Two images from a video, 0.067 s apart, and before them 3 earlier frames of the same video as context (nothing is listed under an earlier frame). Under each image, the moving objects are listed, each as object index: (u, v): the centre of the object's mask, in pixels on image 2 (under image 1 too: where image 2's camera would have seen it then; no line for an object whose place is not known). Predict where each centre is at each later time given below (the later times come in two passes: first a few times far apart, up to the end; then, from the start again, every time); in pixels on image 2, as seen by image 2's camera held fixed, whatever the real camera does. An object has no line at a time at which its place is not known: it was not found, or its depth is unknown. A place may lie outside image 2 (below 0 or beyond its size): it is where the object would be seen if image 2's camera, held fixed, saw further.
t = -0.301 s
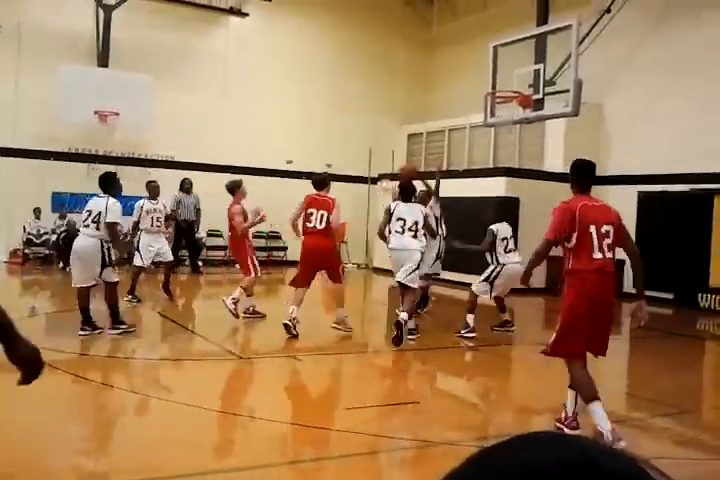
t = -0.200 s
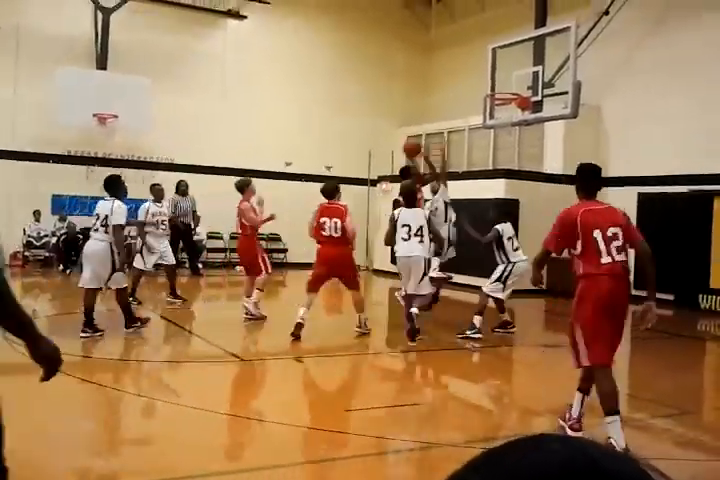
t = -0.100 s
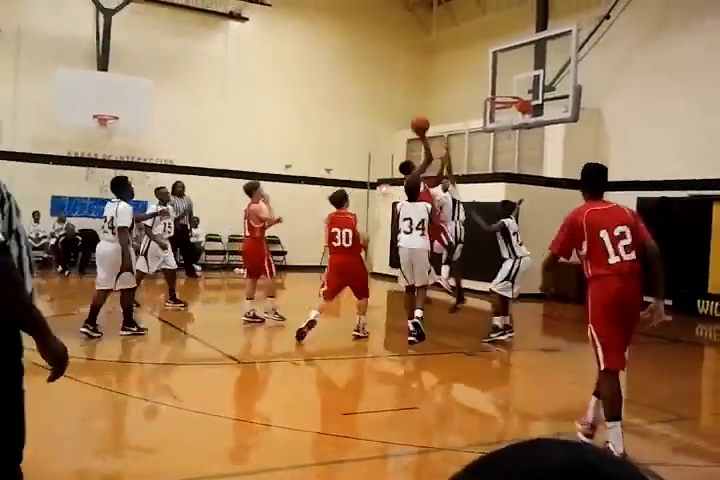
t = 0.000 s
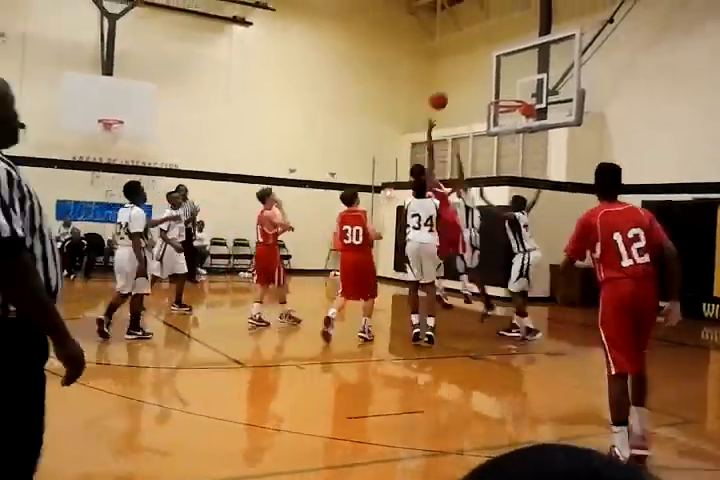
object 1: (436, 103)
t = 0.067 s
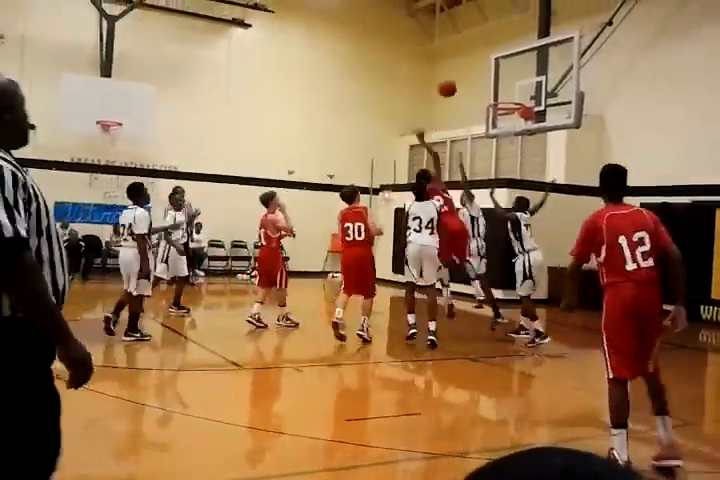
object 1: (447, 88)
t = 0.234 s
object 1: (472, 68)
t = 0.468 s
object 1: (502, 75)
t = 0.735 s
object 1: (517, 88)
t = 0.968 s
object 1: (508, 91)
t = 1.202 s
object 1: (499, 129)
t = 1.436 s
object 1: (497, 173)
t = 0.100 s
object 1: (452, 82)
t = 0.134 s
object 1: (456, 77)
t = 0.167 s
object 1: (462, 73)
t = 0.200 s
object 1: (467, 70)
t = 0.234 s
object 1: (472, 68)
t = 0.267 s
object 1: (476, 66)
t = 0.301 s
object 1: (480, 65)
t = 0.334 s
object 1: (486, 66)
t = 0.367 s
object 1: (489, 67)
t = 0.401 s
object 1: (493, 69)
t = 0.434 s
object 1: (498, 71)
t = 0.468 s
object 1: (502, 75)
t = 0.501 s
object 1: (505, 79)
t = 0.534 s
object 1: (510, 83)
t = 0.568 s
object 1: (513, 89)
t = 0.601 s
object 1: (517, 95)
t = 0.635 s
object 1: (520, 98)
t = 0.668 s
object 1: (519, 94)
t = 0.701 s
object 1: (518, 91)
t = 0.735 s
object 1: (517, 88)
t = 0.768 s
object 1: (516, 86)
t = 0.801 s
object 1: (515, 85)
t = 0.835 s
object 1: (514, 84)
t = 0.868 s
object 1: (512, 85)
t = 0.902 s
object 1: (510, 86)
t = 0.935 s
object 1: (509, 88)
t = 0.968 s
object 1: (508, 91)
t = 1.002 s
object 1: (506, 95)
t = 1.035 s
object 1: (505, 100)
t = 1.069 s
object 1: (504, 105)
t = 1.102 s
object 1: (501, 110)
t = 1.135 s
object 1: (499, 119)
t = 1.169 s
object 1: (498, 122)
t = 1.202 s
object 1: (499, 129)
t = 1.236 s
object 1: (497, 131)
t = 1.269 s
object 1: (497, 136)
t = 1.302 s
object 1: (497, 143)
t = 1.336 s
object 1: (497, 149)
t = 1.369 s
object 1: (497, 157)
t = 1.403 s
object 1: (496, 165)
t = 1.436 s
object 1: (497, 173)
